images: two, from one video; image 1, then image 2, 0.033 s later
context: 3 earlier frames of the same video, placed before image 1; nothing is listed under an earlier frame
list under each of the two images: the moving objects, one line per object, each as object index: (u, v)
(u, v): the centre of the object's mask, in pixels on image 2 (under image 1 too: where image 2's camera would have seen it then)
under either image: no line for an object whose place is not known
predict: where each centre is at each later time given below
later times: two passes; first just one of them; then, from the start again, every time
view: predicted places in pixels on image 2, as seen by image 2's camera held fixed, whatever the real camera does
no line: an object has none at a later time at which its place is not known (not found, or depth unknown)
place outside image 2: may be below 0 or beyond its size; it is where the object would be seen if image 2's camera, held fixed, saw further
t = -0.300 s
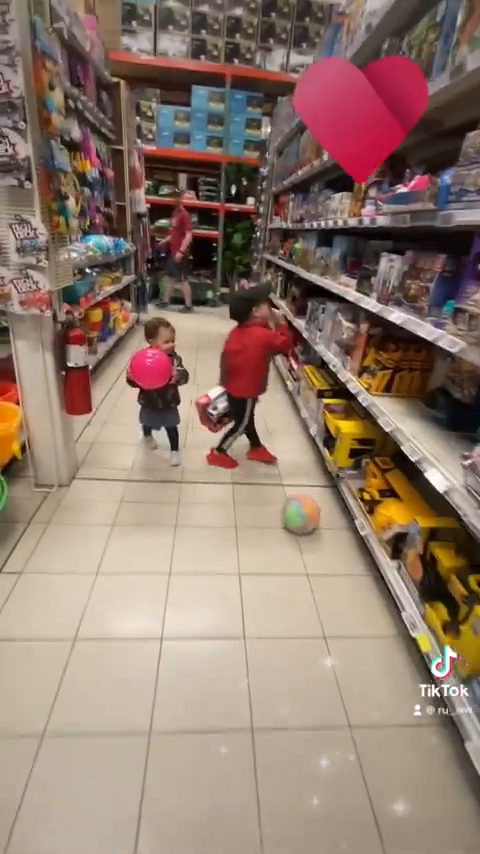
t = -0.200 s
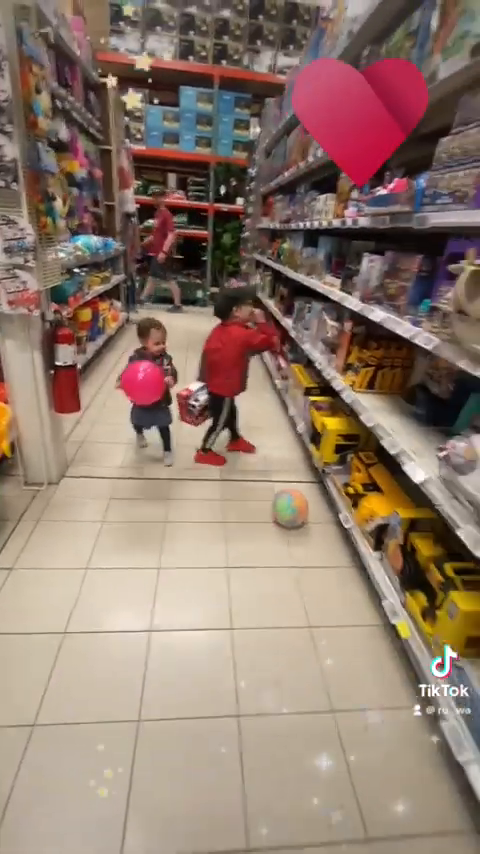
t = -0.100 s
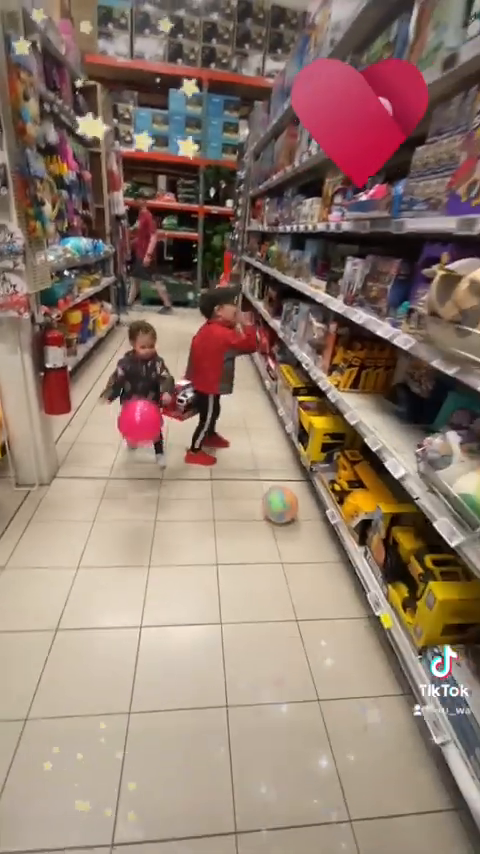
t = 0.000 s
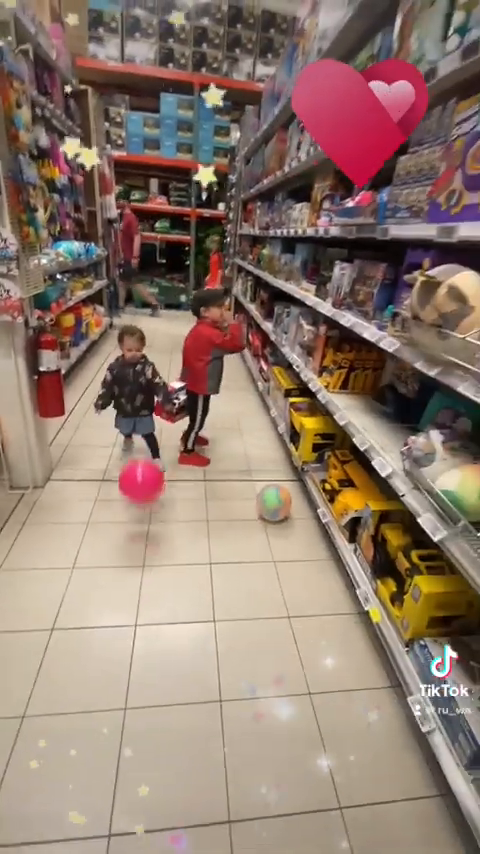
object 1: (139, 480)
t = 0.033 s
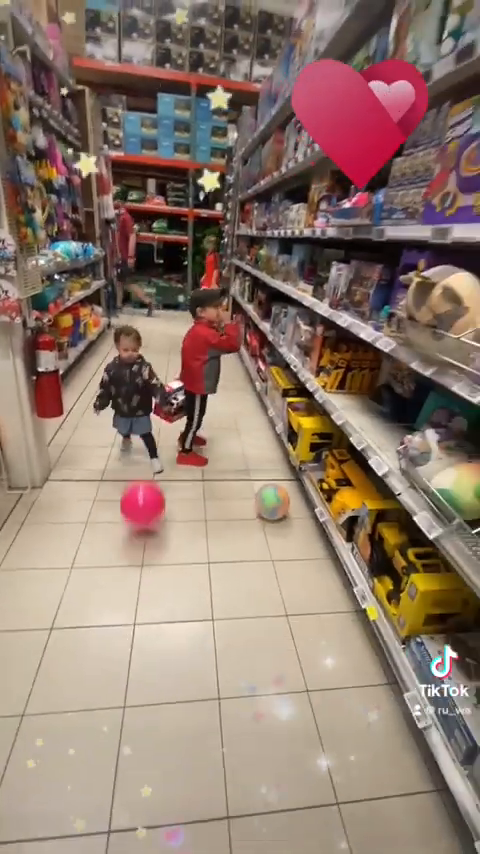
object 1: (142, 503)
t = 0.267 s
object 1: (157, 469)
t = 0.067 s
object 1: (145, 514)
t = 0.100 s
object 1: (147, 502)
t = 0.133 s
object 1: (149, 493)
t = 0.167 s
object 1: (151, 484)
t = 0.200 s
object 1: (152, 477)
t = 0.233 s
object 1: (155, 472)
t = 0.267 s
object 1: (157, 469)
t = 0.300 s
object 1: (159, 467)
